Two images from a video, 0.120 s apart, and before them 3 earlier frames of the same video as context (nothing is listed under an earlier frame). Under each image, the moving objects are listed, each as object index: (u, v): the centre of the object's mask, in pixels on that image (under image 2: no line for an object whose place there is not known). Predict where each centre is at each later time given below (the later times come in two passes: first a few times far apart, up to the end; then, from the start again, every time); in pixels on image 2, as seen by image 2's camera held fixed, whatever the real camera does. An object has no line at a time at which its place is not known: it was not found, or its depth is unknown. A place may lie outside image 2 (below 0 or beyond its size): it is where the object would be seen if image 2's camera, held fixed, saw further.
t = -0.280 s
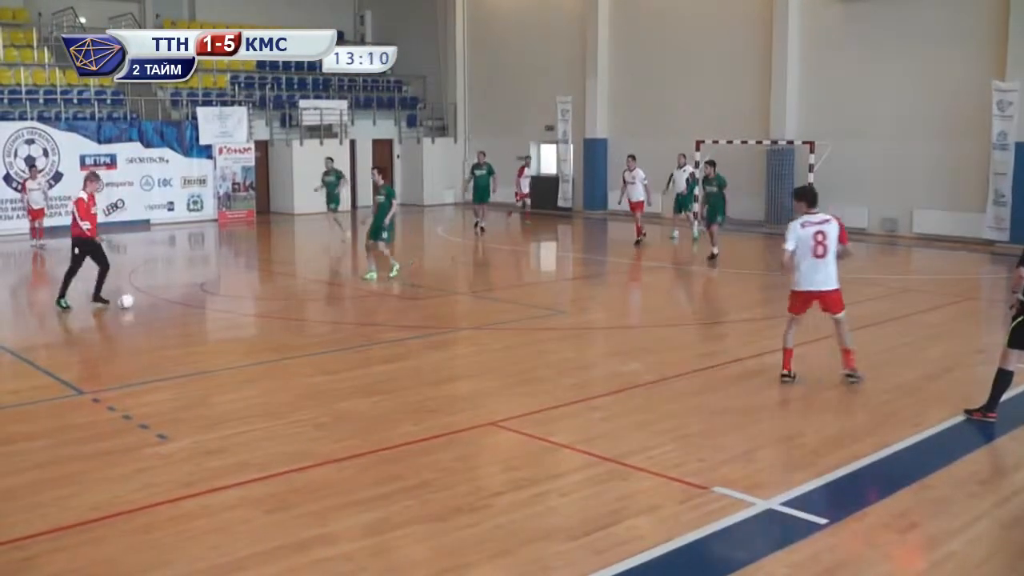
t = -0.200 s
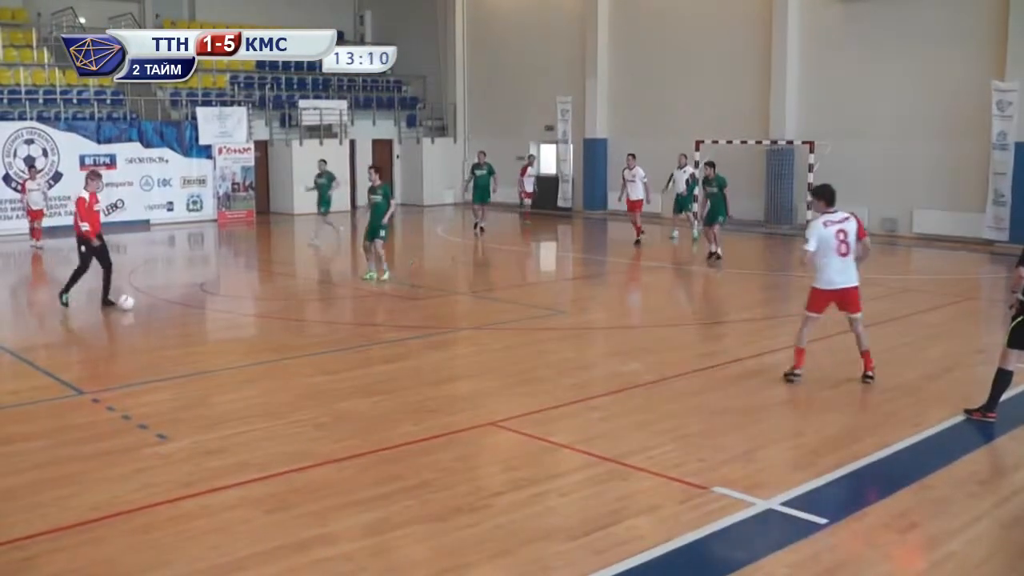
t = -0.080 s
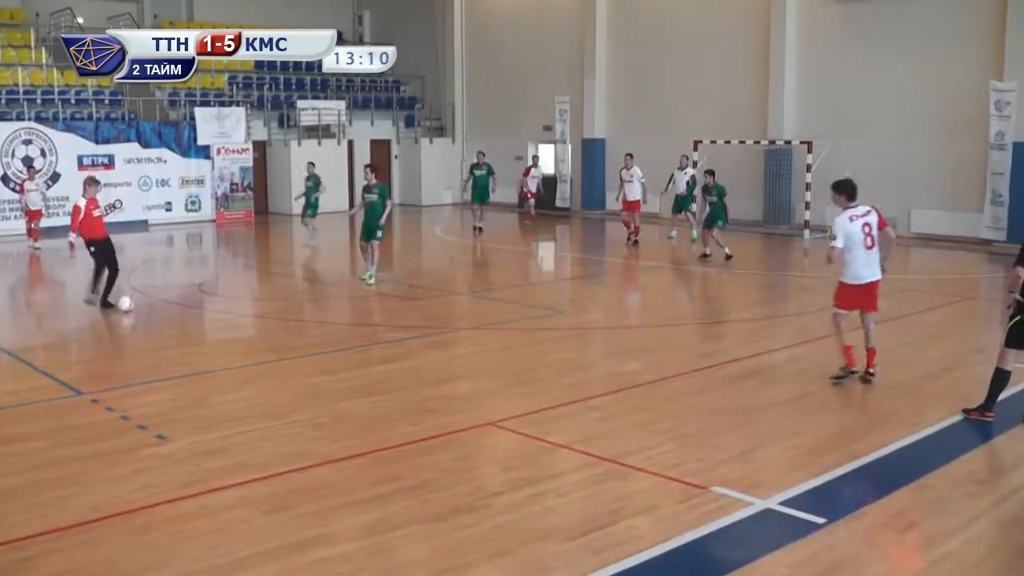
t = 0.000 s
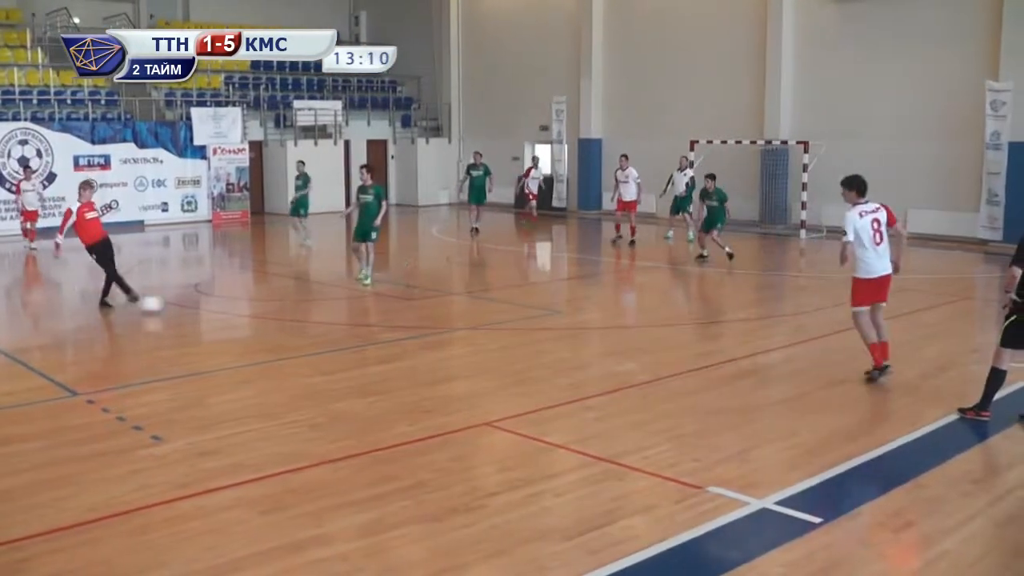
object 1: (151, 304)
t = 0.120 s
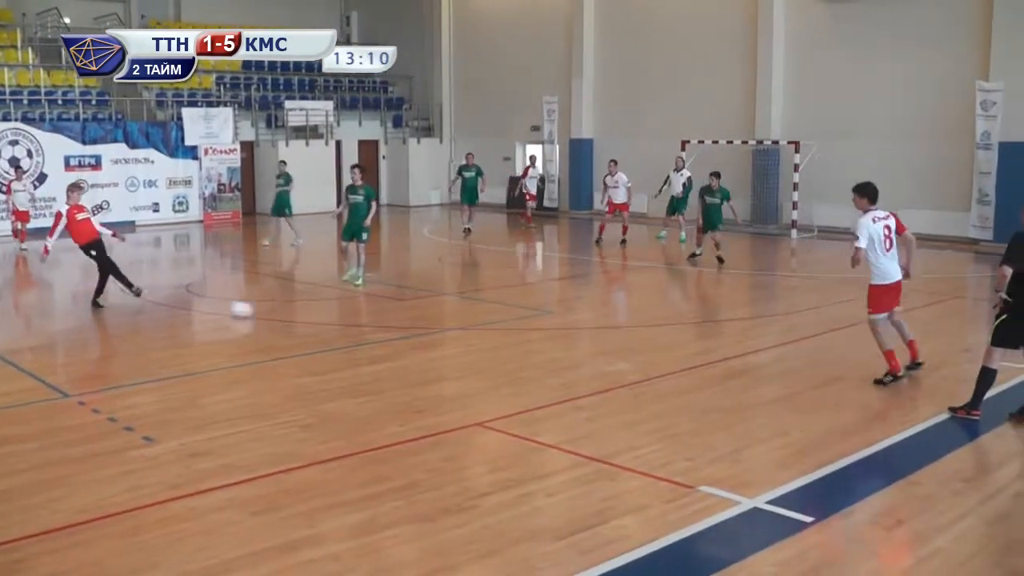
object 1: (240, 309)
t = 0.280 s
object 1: (368, 312)
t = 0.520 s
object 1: (548, 317)
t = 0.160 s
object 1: (272, 309)
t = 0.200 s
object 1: (302, 310)
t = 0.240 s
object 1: (336, 311)
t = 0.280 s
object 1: (368, 312)
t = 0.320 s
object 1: (397, 313)
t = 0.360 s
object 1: (424, 311)
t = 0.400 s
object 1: (460, 315)
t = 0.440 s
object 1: (489, 315)
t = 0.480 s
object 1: (519, 317)
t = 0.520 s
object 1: (548, 317)
